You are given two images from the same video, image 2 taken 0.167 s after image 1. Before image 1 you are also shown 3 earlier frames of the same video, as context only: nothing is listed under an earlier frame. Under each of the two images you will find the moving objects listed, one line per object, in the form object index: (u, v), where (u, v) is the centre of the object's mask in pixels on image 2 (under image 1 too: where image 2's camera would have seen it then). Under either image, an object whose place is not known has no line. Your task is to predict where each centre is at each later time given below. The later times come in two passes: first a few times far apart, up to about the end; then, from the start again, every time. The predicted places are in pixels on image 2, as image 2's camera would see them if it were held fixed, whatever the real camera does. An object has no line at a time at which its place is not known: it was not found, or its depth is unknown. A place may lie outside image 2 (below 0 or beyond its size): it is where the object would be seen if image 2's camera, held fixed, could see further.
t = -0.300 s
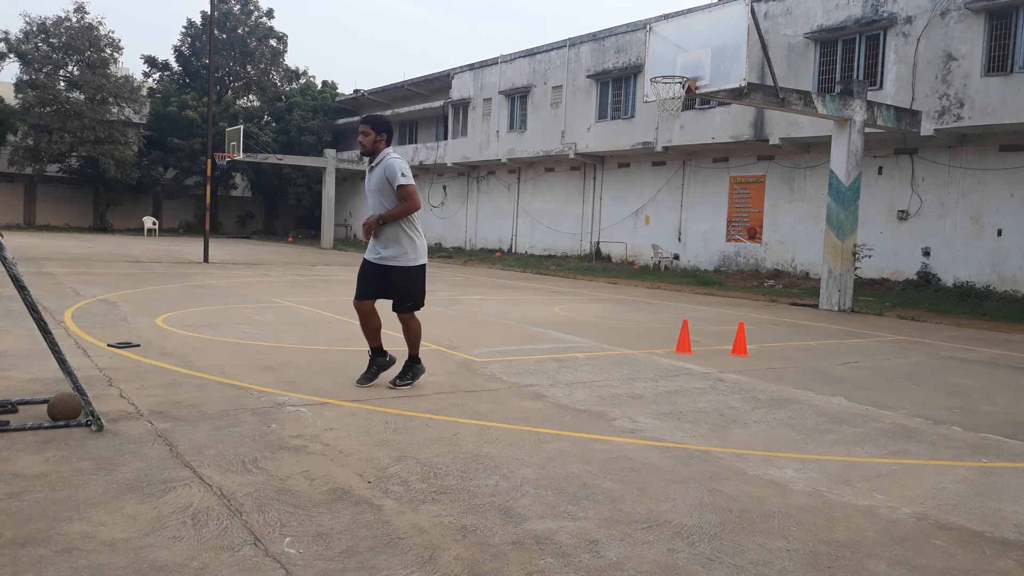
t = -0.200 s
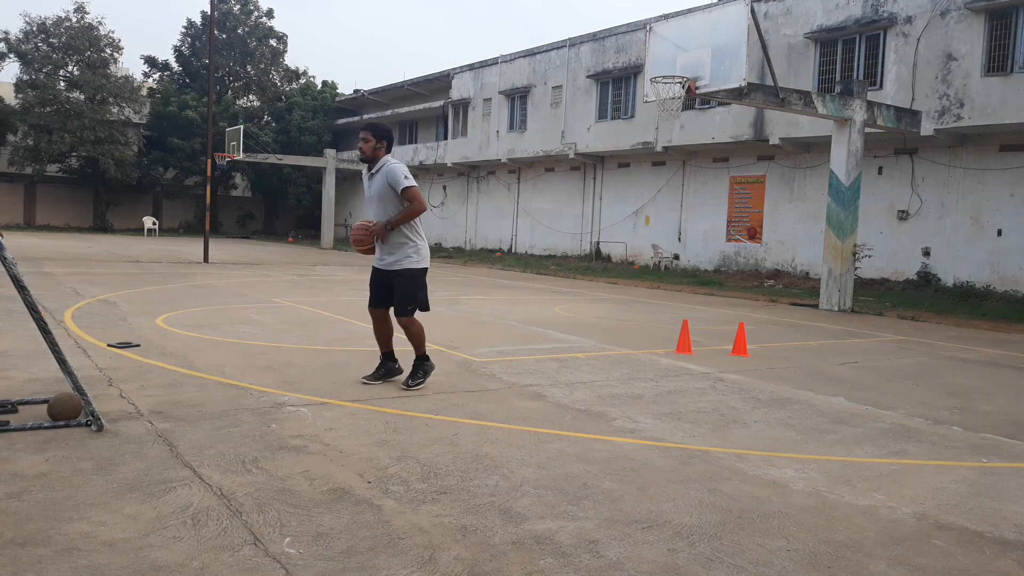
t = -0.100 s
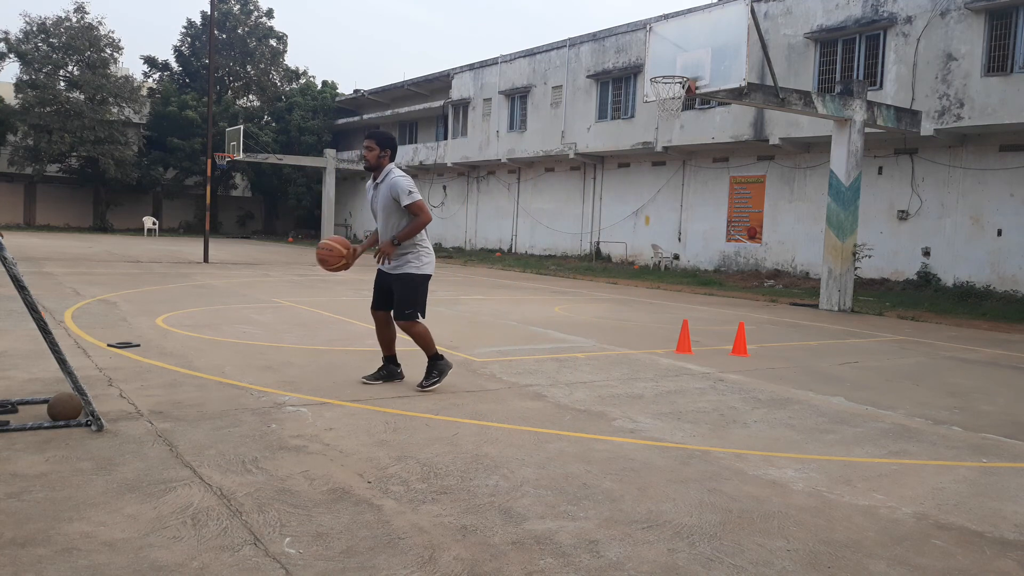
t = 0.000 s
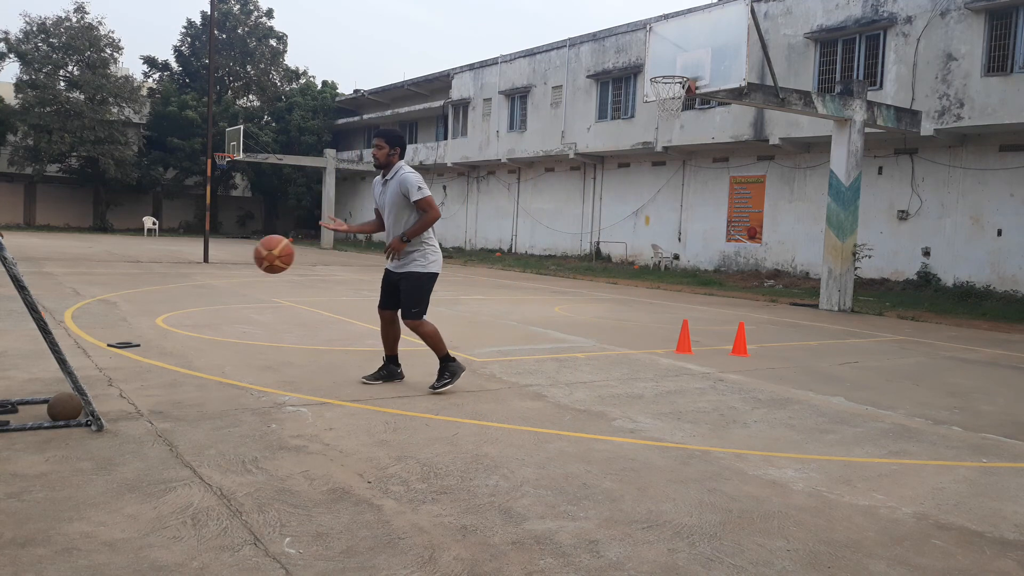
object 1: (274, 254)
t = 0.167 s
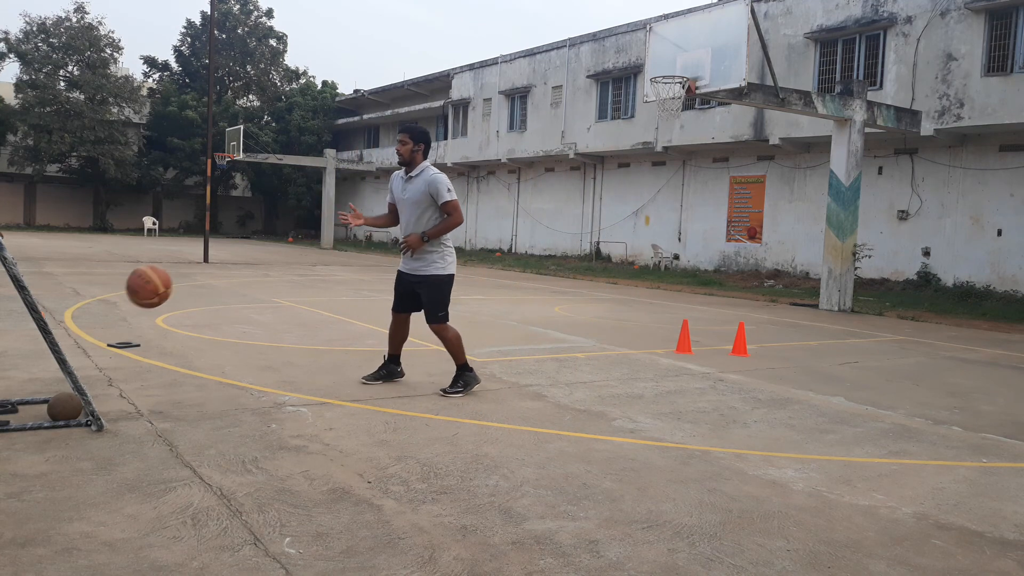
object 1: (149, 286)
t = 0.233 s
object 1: (91, 316)
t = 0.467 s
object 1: (217, 279)
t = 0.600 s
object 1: (323, 282)
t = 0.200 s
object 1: (121, 300)
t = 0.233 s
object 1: (91, 316)
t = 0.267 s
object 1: (68, 329)
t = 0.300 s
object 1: (75, 323)
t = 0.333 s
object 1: (104, 310)
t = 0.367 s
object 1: (133, 299)
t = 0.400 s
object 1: (161, 290)
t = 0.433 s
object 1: (189, 284)
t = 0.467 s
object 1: (217, 279)
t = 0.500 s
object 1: (245, 277)
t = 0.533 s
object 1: (271, 277)
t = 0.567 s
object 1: (298, 278)
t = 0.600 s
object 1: (323, 282)
